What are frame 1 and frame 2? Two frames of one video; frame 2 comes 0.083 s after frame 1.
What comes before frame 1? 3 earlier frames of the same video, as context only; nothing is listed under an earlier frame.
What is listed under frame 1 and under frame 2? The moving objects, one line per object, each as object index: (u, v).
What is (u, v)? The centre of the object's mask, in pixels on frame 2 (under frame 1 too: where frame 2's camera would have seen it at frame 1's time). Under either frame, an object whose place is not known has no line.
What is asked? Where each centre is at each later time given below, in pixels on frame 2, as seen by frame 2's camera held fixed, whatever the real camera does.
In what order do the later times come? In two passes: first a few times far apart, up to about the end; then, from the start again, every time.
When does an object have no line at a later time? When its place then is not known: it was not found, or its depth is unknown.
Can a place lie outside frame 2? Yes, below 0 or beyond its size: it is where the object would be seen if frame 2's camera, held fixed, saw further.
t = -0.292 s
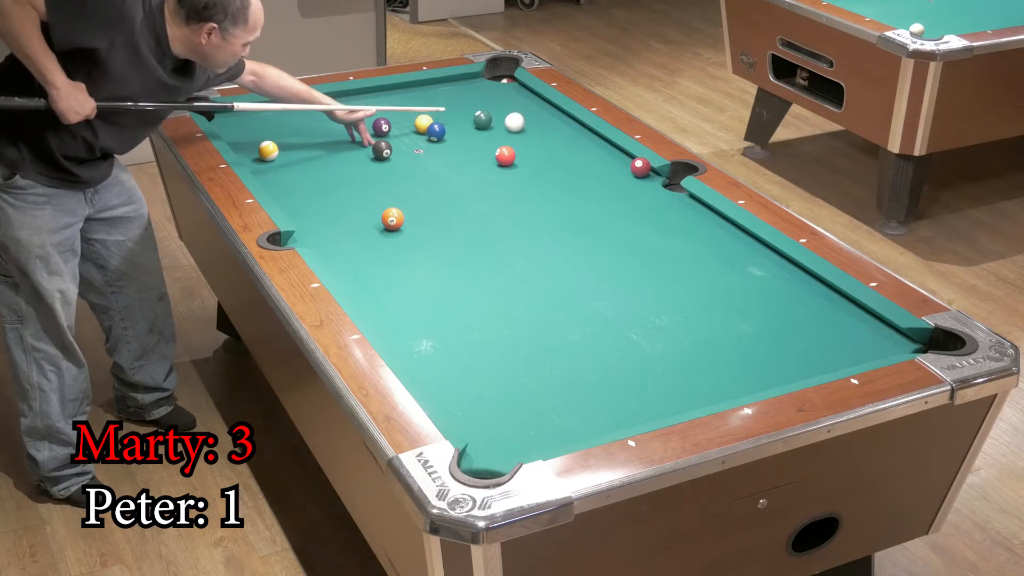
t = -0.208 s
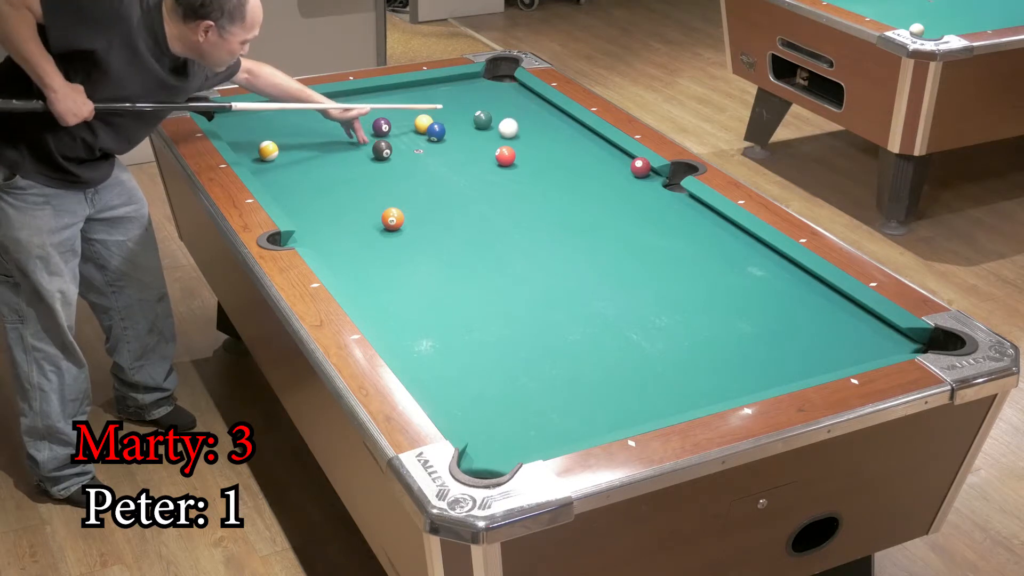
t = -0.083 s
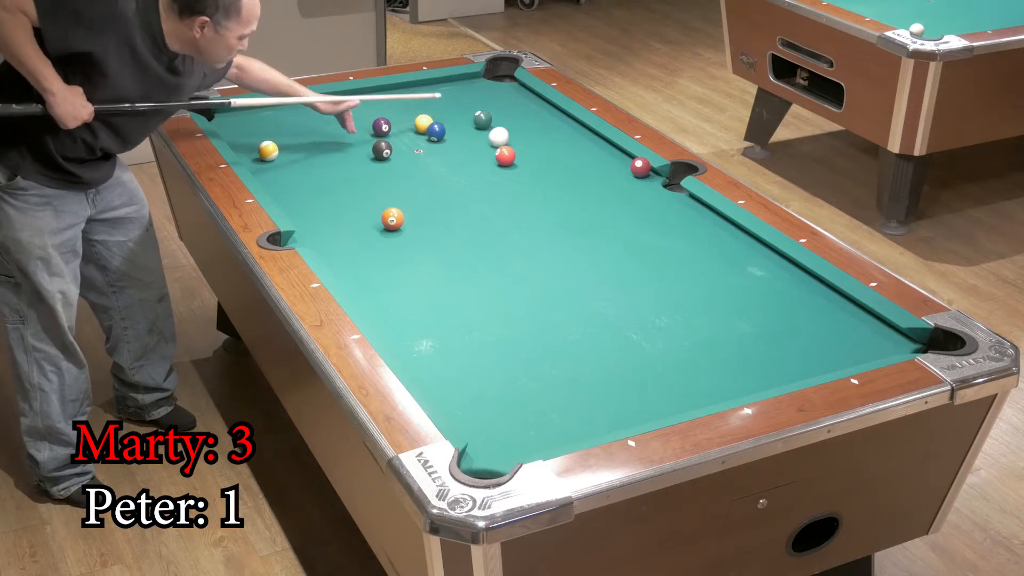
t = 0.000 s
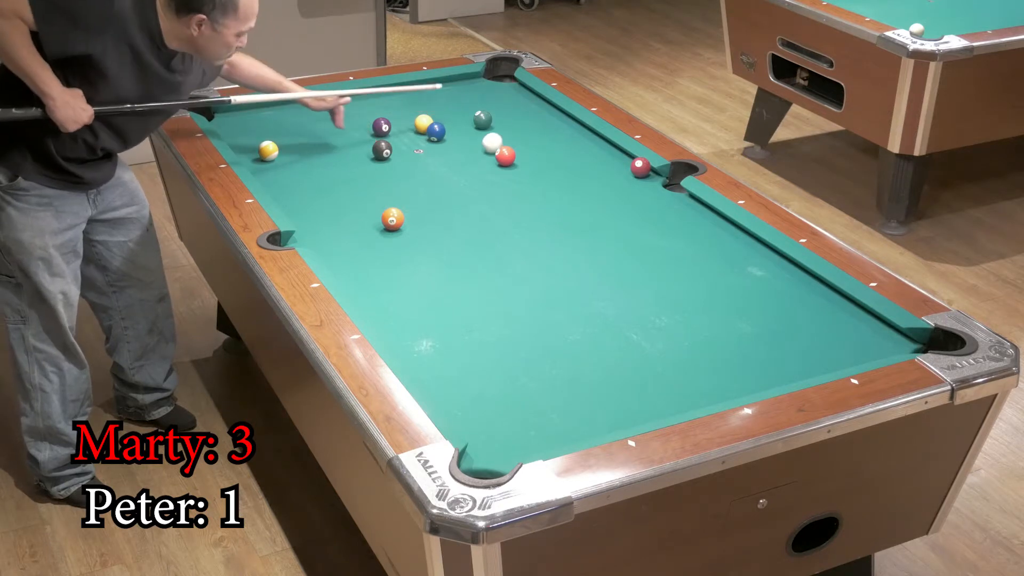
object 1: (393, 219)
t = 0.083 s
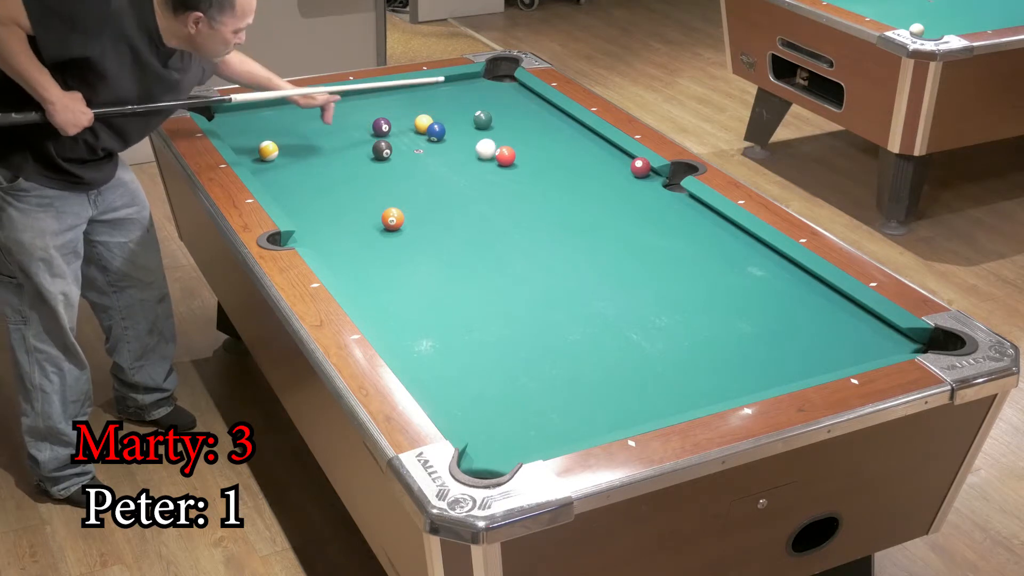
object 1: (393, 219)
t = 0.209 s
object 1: (393, 219)
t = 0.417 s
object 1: (393, 219)
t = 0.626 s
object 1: (393, 219)
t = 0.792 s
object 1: (393, 219)
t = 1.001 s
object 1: (387, 220)
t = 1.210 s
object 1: (371, 223)
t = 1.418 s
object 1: (356, 226)
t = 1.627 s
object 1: (342, 228)
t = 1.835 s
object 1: (330, 231)
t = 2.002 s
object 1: (322, 232)
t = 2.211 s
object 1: (313, 234)
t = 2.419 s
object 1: (306, 235)
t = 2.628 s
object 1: (306, 236)
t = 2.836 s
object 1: (306, 236)
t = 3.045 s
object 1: (304, 232)
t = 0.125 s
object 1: (393, 219)
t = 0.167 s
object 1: (393, 219)
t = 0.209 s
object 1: (393, 219)
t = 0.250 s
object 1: (393, 219)
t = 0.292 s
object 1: (393, 219)
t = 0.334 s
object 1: (393, 219)
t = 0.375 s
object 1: (393, 219)
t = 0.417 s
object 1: (393, 219)
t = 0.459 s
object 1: (393, 219)
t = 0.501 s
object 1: (393, 219)
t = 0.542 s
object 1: (393, 219)
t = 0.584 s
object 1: (393, 219)
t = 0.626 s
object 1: (393, 219)
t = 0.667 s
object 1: (393, 219)
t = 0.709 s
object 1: (393, 219)
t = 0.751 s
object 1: (393, 219)
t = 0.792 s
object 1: (393, 219)
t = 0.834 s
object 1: (393, 219)
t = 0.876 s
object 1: (393, 219)
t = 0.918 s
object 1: (393, 219)
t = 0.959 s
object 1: (391, 219)
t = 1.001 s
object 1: (387, 220)
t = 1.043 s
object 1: (384, 221)
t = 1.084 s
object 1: (380, 221)
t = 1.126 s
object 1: (377, 222)
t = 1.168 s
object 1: (374, 222)
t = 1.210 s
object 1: (371, 223)
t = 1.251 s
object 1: (368, 224)
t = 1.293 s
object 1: (364, 224)
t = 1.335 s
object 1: (361, 225)
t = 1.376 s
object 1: (358, 225)
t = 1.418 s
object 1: (356, 226)
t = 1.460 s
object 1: (353, 226)
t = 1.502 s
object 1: (350, 227)
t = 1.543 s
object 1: (347, 227)
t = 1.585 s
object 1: (345, 228)
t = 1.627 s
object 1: (342, 228)
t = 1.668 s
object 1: (340, 229)
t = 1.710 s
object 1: (337, 229)
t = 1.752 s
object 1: (335, 230)
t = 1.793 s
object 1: (332, 230)
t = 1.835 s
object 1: (330, 231)
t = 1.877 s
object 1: (328, 231)
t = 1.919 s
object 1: (326, 232)
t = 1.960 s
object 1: (324, 232)
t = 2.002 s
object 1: (322, 232)
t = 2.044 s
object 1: (320, 233)
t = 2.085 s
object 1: (318, 233)
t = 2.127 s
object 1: (316, 234)
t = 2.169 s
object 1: (314, 234)
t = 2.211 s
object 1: (313, 234)
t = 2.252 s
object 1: (311, 234)
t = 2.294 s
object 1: (309, 235)
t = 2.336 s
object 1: (308, 235)
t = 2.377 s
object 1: (306, 235)
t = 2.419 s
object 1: (306, 235)
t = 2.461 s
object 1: (306, 235)
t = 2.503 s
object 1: (306, 236)
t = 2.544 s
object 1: (305, 236)
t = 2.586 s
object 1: (306, 236)
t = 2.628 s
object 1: (306, 236)
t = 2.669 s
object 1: (306, 236)
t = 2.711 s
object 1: (306, 236)
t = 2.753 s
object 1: (306, 236)
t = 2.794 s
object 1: (306, 236)
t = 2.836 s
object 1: (306, 236)
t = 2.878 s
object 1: (306, 237)
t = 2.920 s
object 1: (307, 240)
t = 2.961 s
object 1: (303, 229)
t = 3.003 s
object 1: (304, 231)
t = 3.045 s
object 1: (304, 232)
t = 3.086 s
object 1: (304, 232)
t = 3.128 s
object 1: (304, 232)
